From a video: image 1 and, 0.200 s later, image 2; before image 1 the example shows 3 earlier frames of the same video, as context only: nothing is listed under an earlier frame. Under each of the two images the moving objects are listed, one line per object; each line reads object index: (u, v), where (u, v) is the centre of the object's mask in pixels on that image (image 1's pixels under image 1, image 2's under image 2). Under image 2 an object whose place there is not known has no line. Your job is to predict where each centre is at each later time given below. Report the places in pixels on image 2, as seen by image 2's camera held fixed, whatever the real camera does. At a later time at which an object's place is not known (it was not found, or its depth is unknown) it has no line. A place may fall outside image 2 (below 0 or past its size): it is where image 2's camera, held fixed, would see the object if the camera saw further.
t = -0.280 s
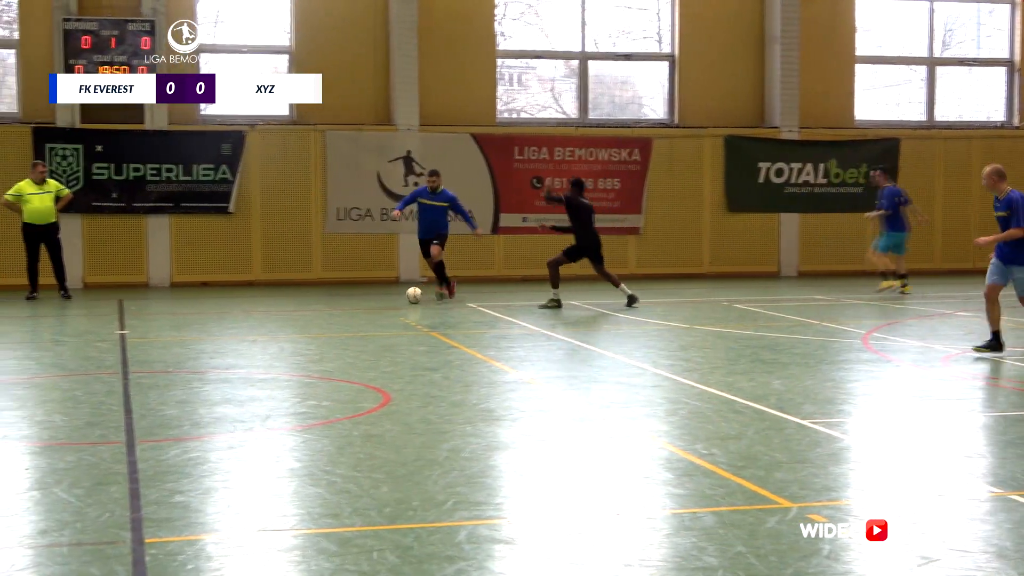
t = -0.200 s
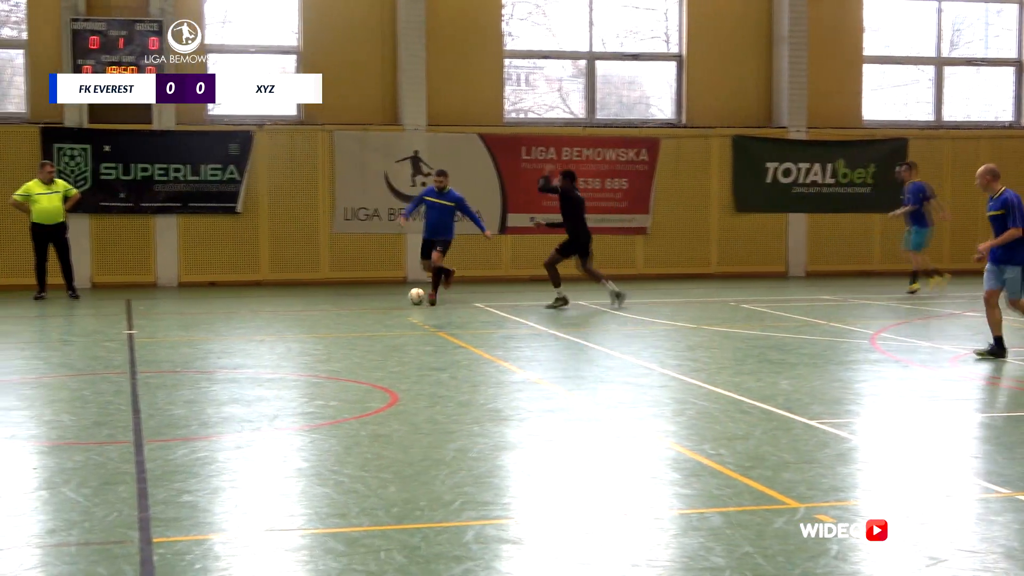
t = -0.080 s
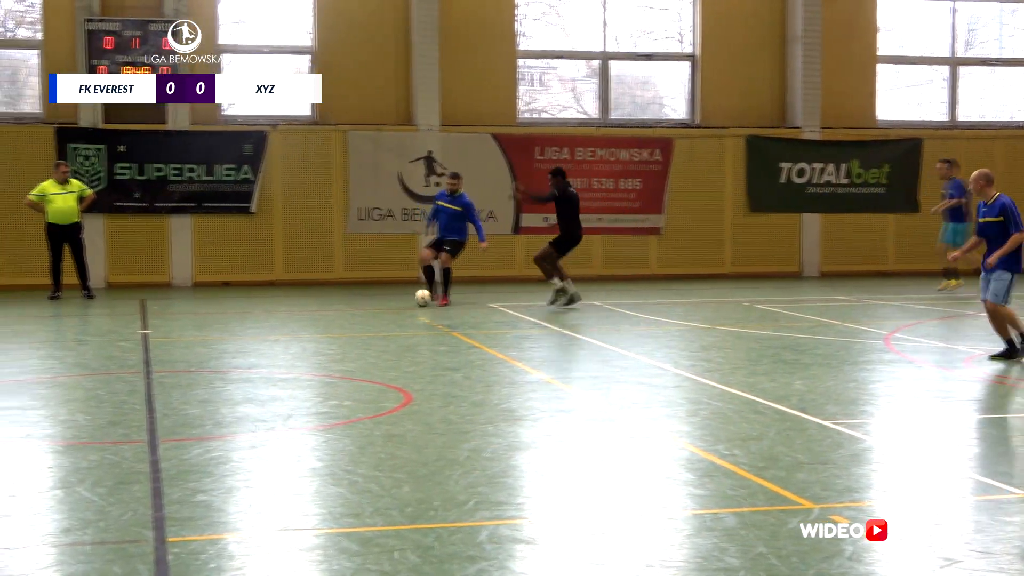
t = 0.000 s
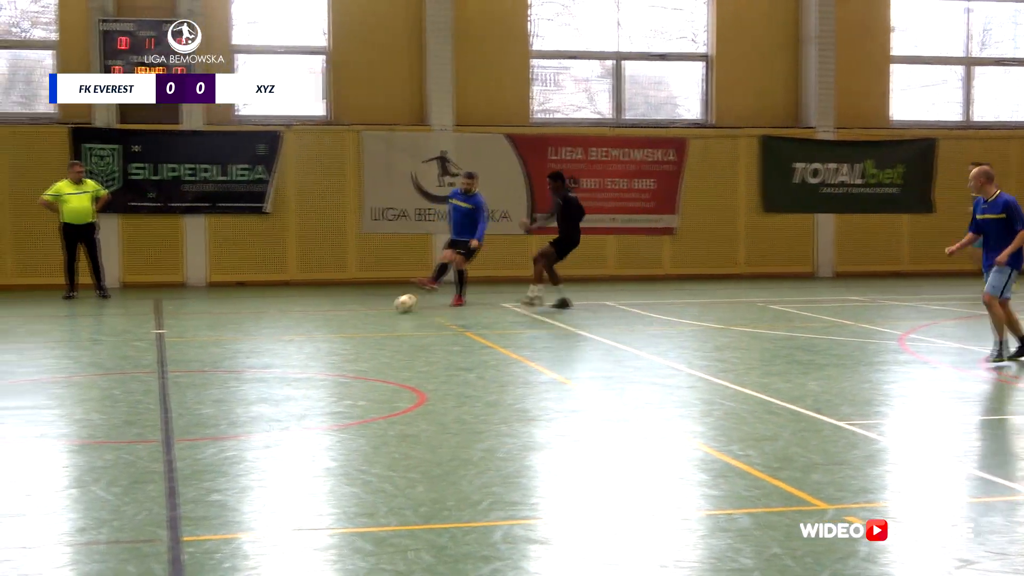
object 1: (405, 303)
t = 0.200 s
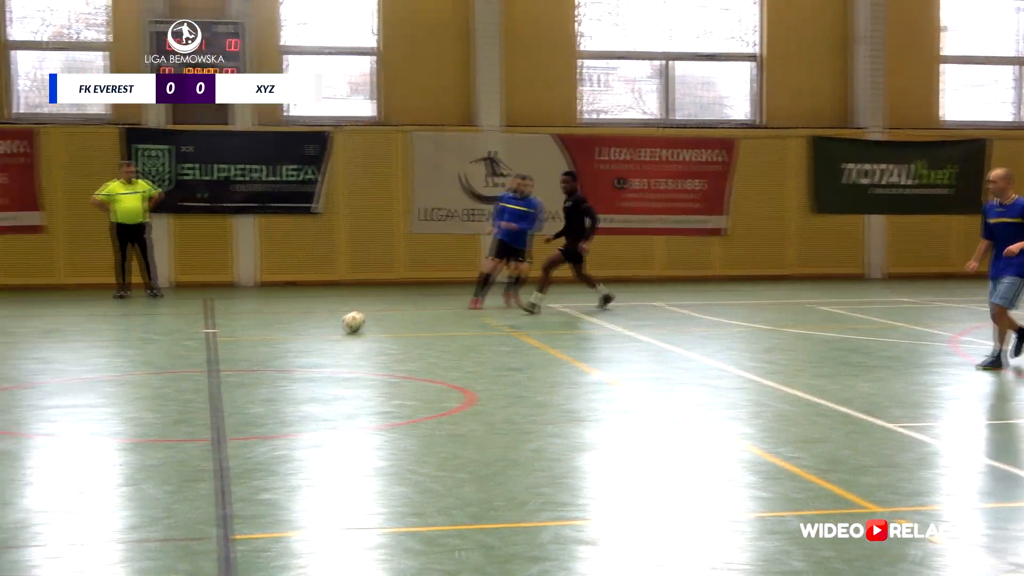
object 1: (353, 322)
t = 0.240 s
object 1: (334, 326)
